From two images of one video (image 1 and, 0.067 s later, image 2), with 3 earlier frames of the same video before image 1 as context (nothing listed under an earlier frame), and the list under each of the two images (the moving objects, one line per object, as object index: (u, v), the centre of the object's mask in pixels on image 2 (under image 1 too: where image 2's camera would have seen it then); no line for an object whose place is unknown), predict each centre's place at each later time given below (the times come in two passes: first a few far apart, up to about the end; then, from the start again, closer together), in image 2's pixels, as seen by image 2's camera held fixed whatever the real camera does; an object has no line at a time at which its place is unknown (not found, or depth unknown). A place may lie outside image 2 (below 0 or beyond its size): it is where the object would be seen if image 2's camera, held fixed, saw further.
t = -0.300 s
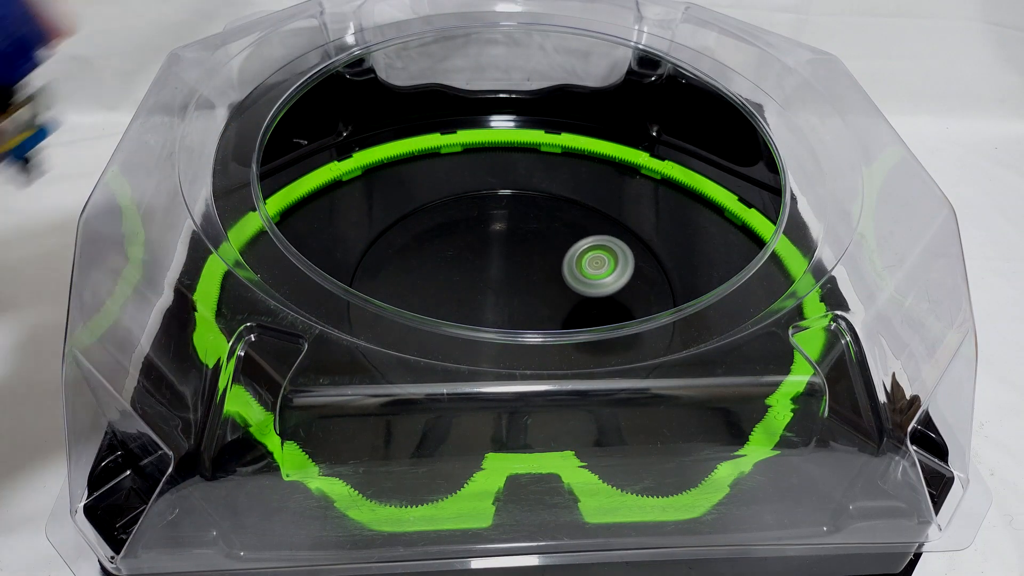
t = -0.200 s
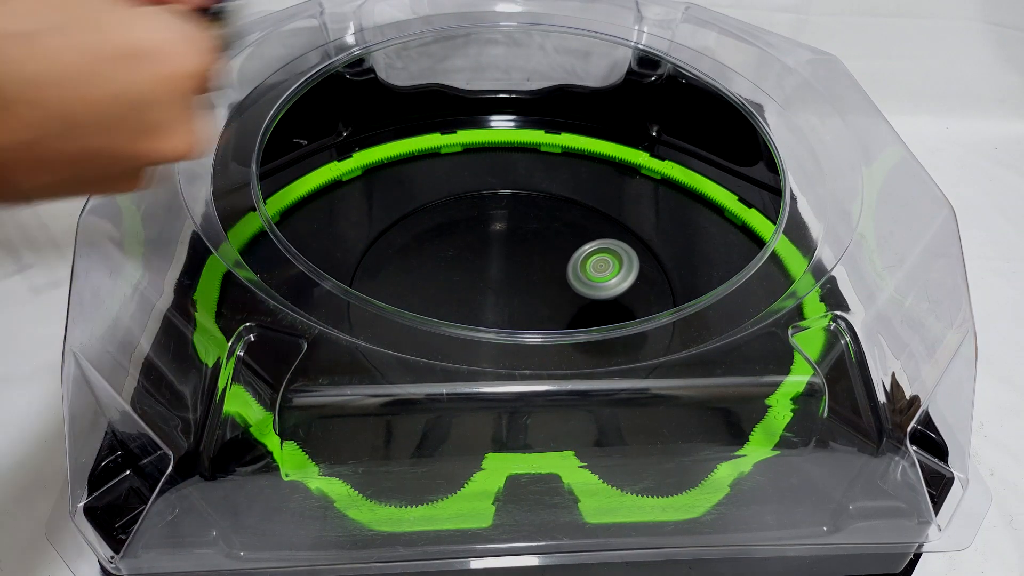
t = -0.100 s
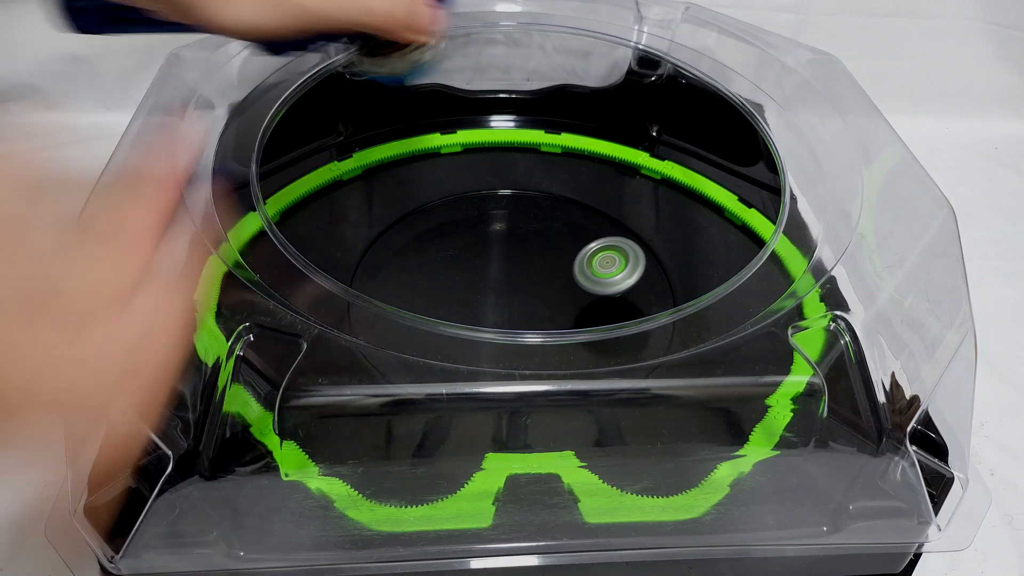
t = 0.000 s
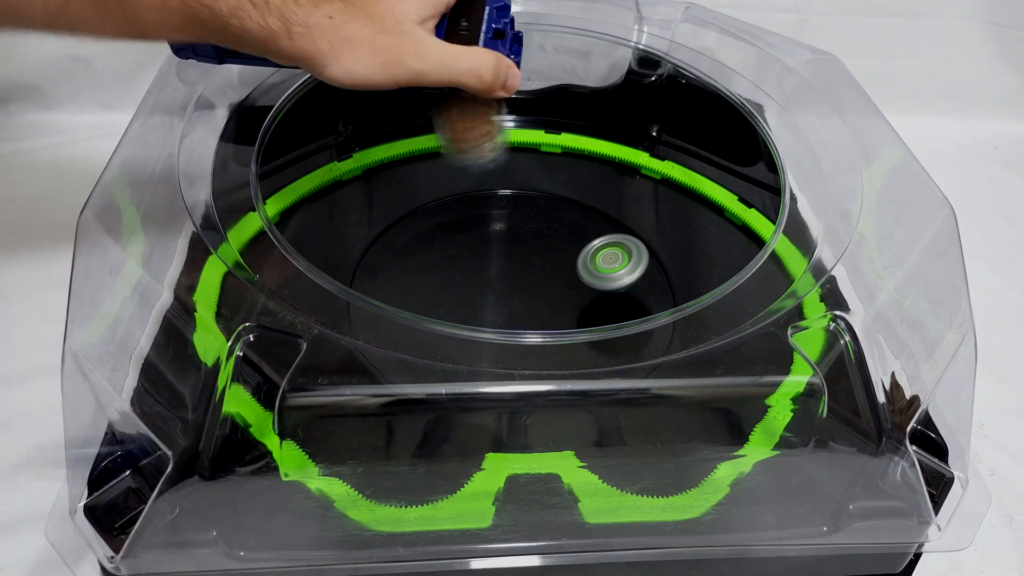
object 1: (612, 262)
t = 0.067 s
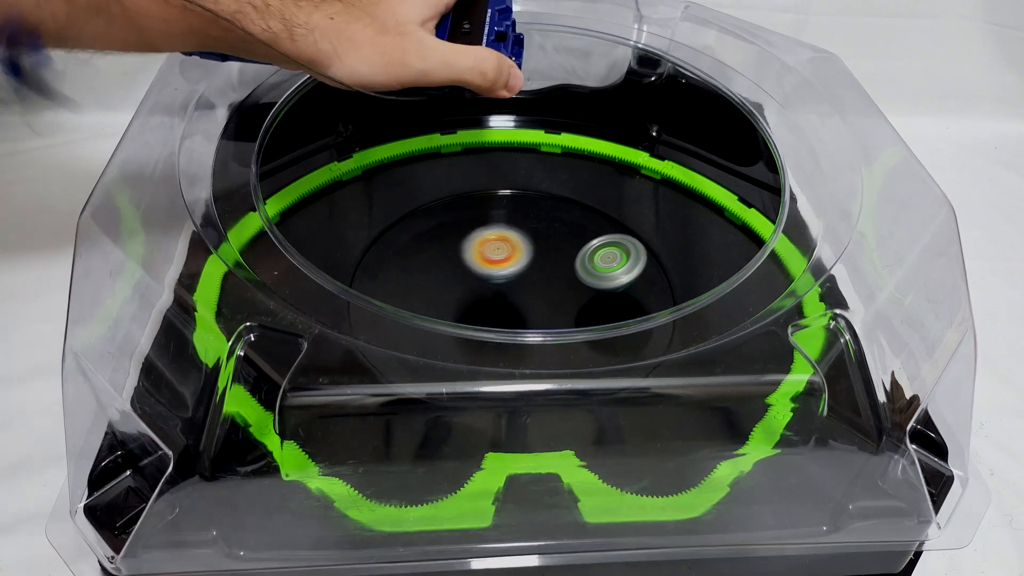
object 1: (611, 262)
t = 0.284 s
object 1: (577, 285)
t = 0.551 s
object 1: (560, 344)
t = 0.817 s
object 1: (563, 359)
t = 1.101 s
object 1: (679, 172)
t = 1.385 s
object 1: (527, 163)
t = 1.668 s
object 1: (458, 175)
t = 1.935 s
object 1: (662, 165)
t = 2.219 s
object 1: (658, 186)
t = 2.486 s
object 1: (594, 154)
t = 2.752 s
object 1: (551, 137)
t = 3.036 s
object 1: (525, 186)
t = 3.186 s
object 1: (522, 251)
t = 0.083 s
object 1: (608, 262)
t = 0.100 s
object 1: (606, 263)
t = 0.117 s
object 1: (603, 264)
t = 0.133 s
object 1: (601, 265)
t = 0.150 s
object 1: (599, 266)
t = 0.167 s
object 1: (596, 268)
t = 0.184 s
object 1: (593, 270)
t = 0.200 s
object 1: (590, 272)
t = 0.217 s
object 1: (588, 274)
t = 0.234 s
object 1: (585, 277)
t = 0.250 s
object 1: (582, 279)
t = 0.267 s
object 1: (580, 282)
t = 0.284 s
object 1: (577, 285)
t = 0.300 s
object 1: (575, 288)
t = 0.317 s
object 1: (573, 292)
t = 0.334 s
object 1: (571, 295)
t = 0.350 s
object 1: (569, 299)
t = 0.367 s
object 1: (567, 302)
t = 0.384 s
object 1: (566, 305)
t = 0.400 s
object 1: (565, 307)
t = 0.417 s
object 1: (564, 309)
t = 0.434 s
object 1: (563, 312)
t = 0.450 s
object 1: (562, 314)
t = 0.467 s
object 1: (561, 321)
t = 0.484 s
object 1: (561, 326)
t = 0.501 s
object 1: (561, 331)
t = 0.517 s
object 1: (560, 330)
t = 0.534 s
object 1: (561, 342)
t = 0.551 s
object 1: (560, 344)
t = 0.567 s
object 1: (559, 347)
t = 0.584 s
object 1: (560, 350)
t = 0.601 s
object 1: (561, 355)
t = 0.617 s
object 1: (561, 358)
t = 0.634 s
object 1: (561, 359)
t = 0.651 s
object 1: (562, 360)
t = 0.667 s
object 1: (562, 360)
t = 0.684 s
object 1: (563, 361)
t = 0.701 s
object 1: (564, 361)
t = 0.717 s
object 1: (565, 361)
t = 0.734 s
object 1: (566, 360)
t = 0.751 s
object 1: (566, 360)
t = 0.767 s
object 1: (566, 360)
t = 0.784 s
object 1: (566, 360)
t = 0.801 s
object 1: (564, 359)
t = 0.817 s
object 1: (563, 359)
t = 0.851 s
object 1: (596, 339)
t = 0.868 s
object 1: (616, 320)
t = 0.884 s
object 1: (635, 303)
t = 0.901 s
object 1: (652, 293)
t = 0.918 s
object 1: (666, 281)
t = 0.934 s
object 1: (676, 266)
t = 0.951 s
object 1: (681, 250)
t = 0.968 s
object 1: (683, 235)
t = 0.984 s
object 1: (685, 224)
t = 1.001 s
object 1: (685, 217)
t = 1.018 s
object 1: (684, 208)
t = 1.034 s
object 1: (685, 198)
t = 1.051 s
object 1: (684, 191)
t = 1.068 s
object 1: (684, 186)
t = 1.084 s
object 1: (682, 178)
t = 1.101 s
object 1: (679, 172)
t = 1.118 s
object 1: (676, 168)
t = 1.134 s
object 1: (673, 163)
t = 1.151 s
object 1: (668, 160)
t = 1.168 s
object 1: (663, 157)
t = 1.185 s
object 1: (657, 155)
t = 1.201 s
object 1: (650, 153)
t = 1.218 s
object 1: (643, 153)
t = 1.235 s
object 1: (634, 152)
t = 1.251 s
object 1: (625, 152)
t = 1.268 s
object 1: (615, 153)
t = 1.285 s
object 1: (604, 153)
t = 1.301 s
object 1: (593, 155)
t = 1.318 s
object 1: (581, 157)
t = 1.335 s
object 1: (568, 158)
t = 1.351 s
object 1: (554, 159)
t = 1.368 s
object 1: (541, 160)
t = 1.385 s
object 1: (527, 163)
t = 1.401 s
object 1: (513, 167)
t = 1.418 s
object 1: (500, 170)
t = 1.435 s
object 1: (487, 173)
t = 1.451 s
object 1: (474, 178)
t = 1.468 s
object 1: (461, 181)
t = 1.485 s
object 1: (449, 185)
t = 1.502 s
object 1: (439, 189)
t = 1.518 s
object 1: (428, 193)
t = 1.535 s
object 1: (417, 198)
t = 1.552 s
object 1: (407, 203)
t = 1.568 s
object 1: (398, 208)
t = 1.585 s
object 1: (389, 215)
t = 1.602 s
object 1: (381, 220)
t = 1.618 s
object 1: (393, 213)
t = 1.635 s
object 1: (415, 200)
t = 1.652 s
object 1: (437, 187)
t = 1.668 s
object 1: (458, 175)
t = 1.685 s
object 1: (480, 167)
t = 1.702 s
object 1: (501, 158)
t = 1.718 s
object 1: (520, 152)
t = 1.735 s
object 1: (541, 147)
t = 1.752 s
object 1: (559, 140)
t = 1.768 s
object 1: (575, 135)
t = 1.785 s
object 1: (591, 132)
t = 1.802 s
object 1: (603, 130)
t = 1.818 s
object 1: (612, 132)
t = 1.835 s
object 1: (621, 137)
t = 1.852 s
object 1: (628, 144)
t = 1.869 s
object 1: (637, 149)
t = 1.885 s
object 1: (644, 153)
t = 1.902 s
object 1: (651, 157)
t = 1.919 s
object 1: (657, 161)
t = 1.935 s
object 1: (662, 165)
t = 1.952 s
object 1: (667, 169)
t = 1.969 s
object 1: (671, 171)
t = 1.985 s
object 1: (674, 175)
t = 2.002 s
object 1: (676, 177)
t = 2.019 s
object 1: (678, 179)
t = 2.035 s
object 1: (679, 182)
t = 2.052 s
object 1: (680, 183)
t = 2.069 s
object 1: (679, 185)
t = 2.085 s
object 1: (679, 186)
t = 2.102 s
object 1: (678, 187)
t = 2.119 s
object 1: (676, 188)
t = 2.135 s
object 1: (674, 188)
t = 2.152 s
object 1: (671, 188)
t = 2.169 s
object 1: (668, 188)
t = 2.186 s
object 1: (665, 187)
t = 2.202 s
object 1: (661, 186)
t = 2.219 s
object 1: (658, 186)
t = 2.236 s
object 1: (654, 185)
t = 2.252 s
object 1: (650, 184)
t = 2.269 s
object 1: (646, 183)
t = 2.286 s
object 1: (642, 181)
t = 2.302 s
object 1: (638, 179)
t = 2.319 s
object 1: (633, 178)
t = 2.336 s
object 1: (629, 176)
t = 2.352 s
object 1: (625, 173)
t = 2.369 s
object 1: (621, 171)
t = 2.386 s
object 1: (617, 168)
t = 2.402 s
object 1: (613, 166)
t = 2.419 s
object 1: (608, 164)
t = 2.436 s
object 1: (604, 161)
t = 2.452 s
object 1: (600, 158)
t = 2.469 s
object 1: (597, 156)
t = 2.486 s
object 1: (594, 154)
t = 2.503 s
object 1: (591, 151)
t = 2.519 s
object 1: (588, 149)
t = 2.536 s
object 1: (586, 146)
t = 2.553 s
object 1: (583, 144)
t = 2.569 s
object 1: (581, 141)
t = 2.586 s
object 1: (579, 139)
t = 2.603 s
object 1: (576, 136)
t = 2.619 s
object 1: (574, 134)
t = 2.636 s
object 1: (572, 132)
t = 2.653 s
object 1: (570, 132)
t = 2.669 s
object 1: (567, 132)
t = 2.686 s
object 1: (564, 133)
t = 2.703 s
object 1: (561, 134)
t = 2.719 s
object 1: (558, 135)
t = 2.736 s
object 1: (554, 136)
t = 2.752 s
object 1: (551, 137)
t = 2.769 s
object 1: (548, 138)
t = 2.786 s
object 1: (545, 139)
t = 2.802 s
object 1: (542, 140)
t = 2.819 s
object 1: (539, 141)
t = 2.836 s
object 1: (536, 142)
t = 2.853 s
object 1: (534, 144)
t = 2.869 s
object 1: (532, 146)
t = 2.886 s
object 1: (530, 148)
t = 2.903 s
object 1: (529, 151)
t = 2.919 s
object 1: (527, 153)
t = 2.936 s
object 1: (526, 157)
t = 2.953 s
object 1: (526, 160)
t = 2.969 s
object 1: (526, 164)
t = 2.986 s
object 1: (526, 169)
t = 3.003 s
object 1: (525, 175)
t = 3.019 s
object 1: (525, 180)
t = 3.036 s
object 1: (525, 186)
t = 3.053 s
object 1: (524, 193)
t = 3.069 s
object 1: (523, 200)
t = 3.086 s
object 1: (522, 207)
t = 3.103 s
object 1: (521, 215)
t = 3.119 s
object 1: (521, 222)
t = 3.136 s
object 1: (521, 230)
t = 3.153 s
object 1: (521, 237)
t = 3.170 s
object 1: (521, 244)
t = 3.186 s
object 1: (522, 251)
